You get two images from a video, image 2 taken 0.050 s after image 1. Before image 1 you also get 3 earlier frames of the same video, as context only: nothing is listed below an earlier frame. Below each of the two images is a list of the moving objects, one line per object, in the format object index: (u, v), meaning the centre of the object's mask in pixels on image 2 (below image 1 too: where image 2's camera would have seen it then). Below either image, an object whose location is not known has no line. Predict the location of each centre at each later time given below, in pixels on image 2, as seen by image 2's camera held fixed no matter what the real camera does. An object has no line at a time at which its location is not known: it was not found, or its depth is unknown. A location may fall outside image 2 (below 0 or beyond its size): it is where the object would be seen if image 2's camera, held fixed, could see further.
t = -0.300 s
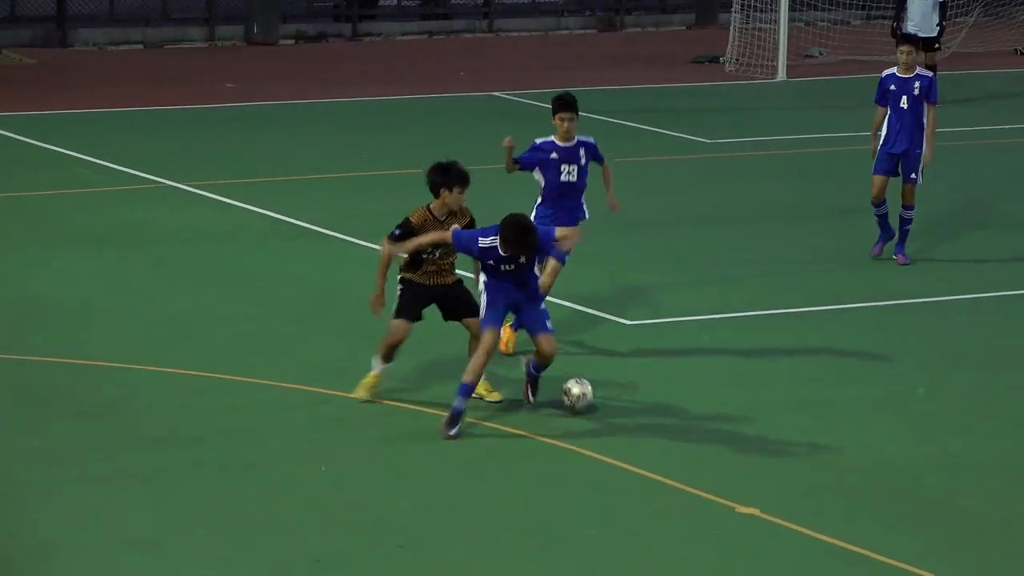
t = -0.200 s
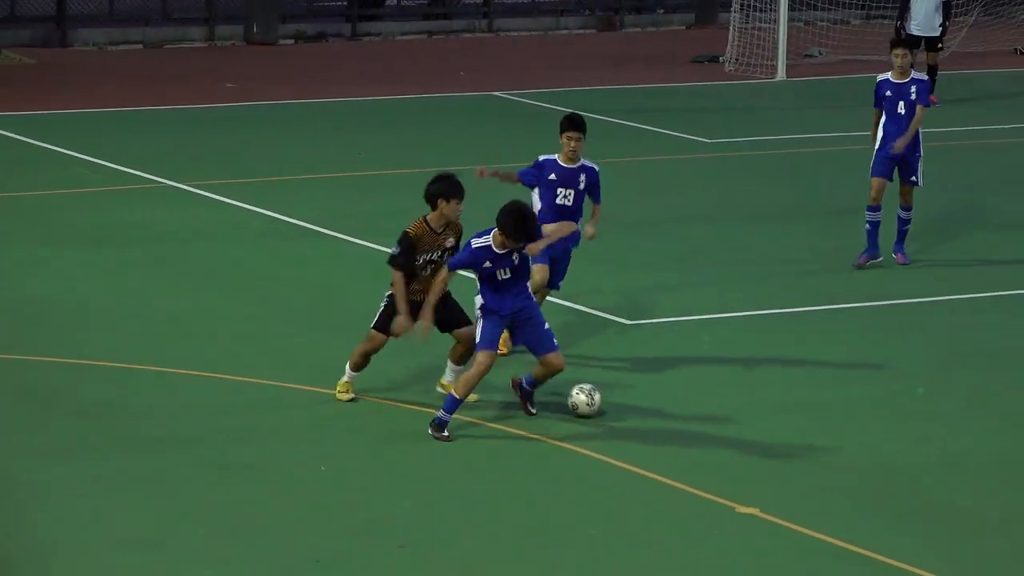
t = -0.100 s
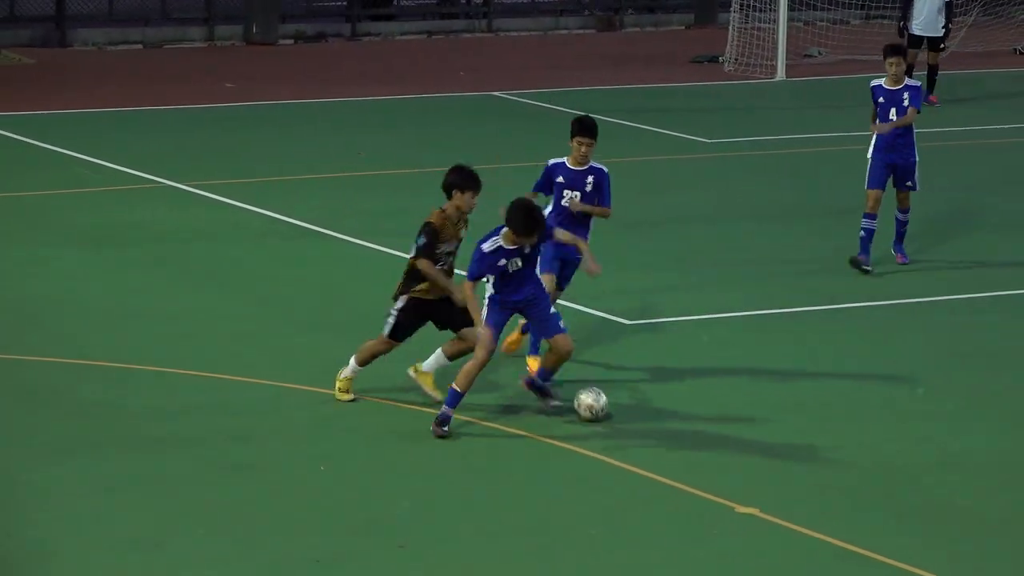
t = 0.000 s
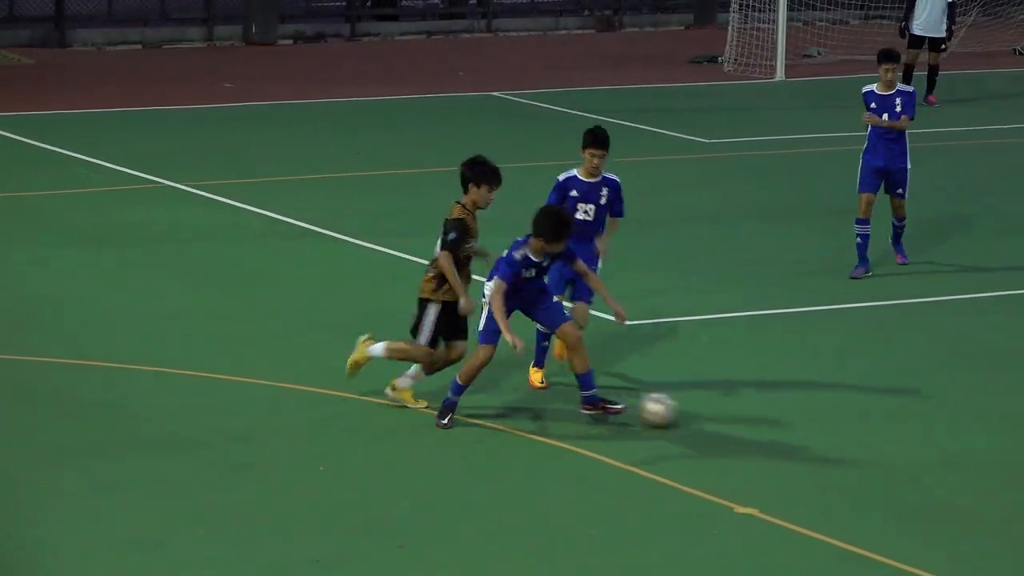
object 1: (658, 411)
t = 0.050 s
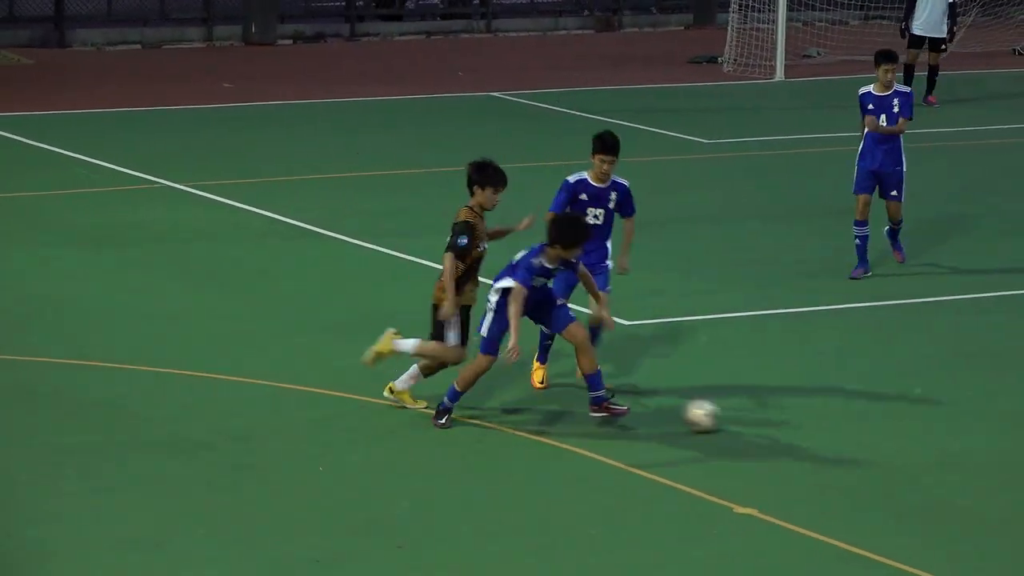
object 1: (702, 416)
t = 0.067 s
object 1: (715, 417)
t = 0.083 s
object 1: (727, 418)
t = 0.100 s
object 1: (742, 419)
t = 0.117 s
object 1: (754, 421)
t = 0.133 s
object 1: (767, 423)
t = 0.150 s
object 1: (780, 424)
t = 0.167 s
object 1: (791, 424)
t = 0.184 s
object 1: (803, 426)
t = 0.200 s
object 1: (814, 428)
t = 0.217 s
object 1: (824, 430)
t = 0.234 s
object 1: (833, 430)
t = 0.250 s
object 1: (843, 432)
